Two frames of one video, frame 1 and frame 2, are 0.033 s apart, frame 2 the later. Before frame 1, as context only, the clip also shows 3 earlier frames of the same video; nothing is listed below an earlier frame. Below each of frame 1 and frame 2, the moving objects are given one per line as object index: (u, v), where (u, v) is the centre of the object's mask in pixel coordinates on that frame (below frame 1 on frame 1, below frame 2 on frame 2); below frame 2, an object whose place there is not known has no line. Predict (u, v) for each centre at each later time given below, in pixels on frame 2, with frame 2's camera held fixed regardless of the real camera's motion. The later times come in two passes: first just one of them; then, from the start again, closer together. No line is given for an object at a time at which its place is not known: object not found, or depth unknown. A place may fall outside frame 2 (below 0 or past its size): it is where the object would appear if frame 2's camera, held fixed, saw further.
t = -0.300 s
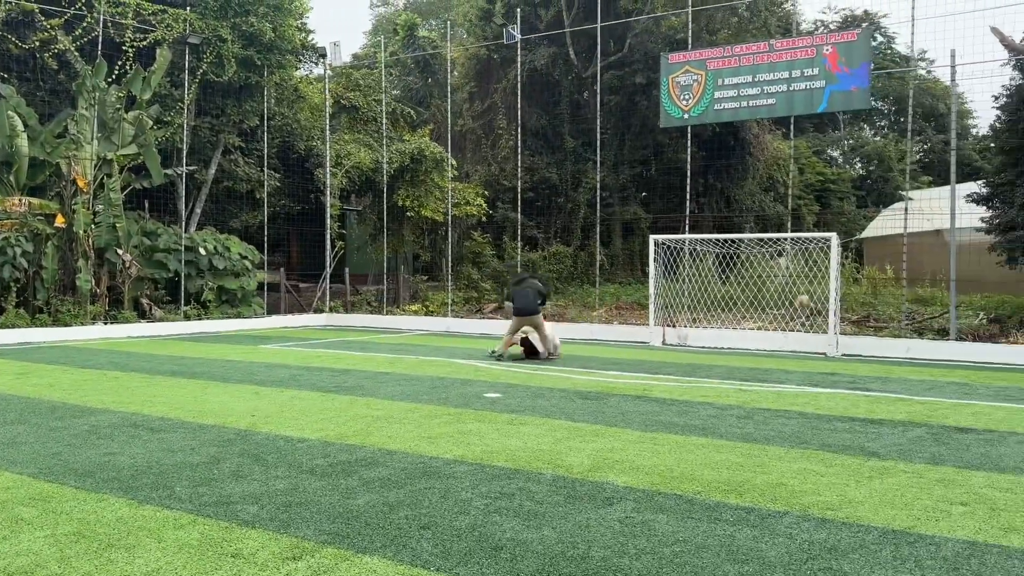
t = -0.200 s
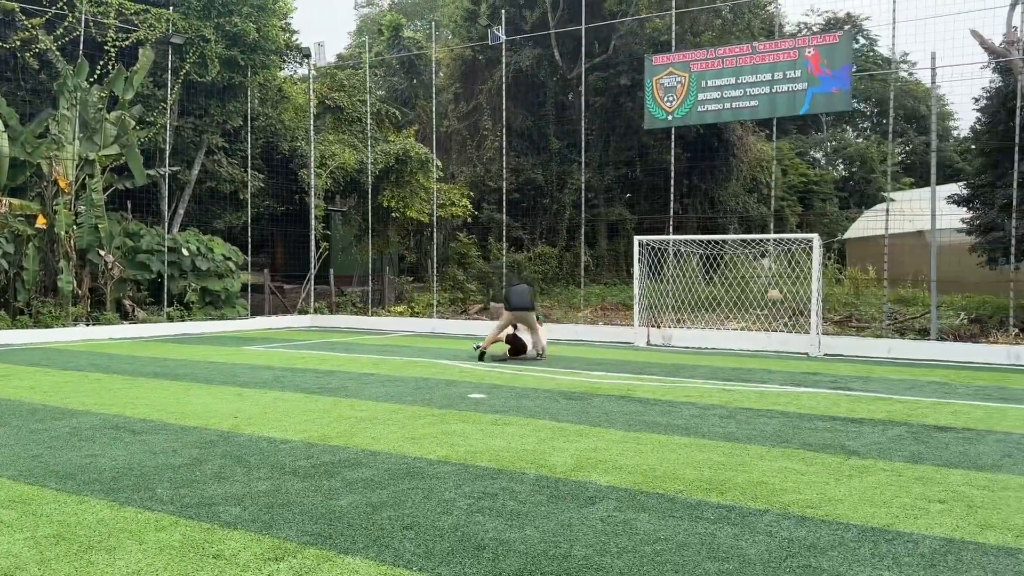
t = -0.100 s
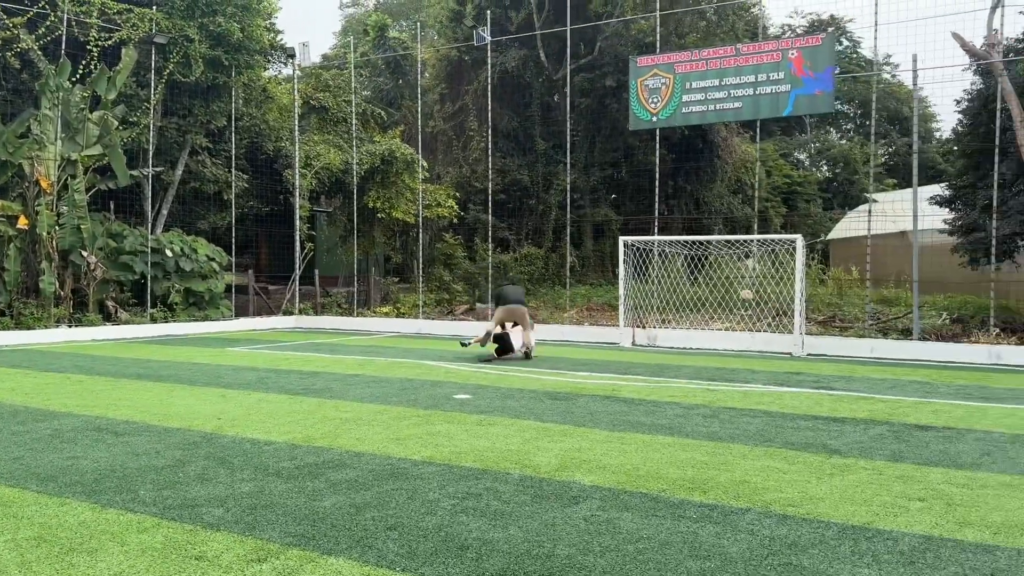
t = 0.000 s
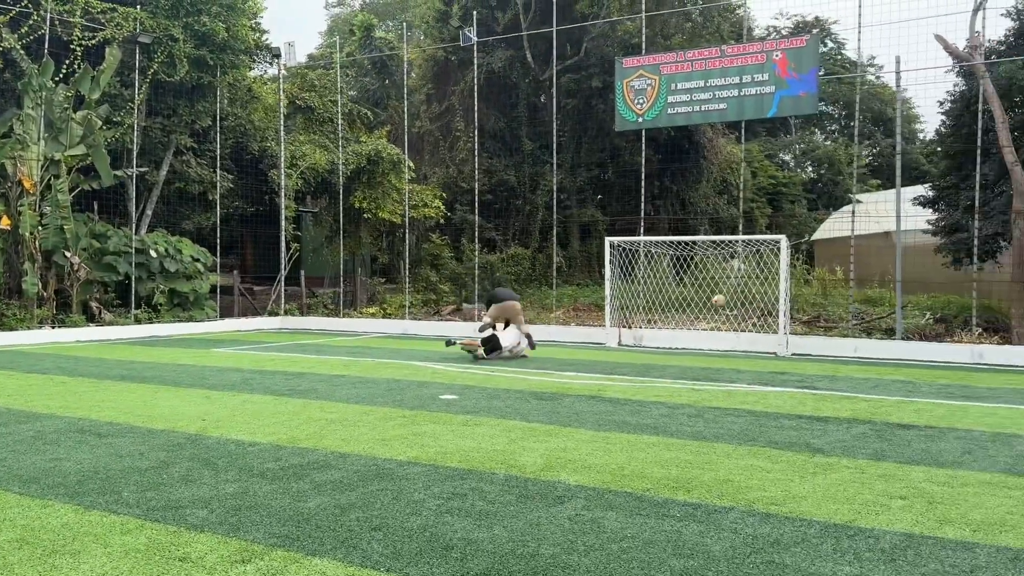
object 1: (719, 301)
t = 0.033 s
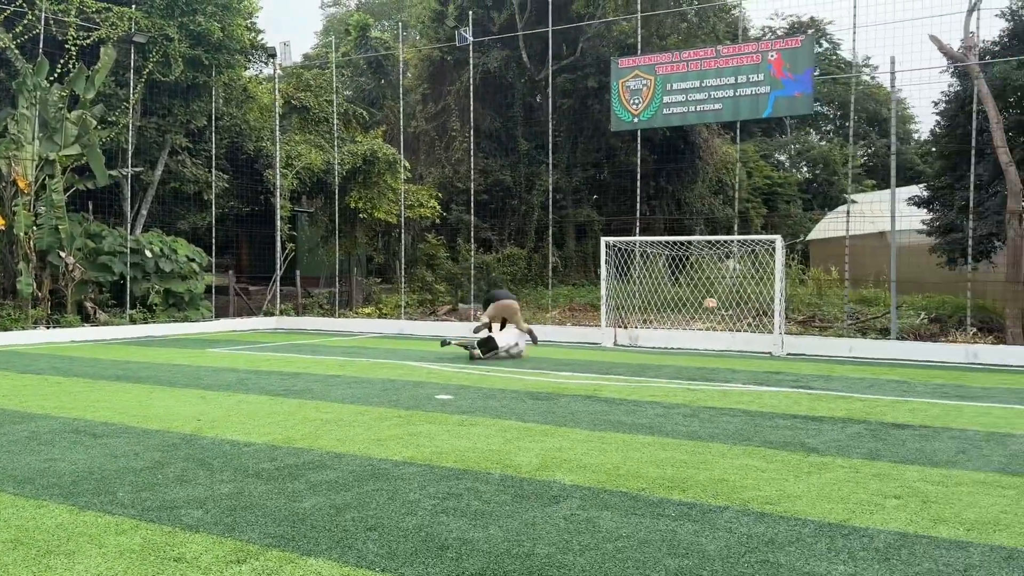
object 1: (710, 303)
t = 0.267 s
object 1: (677, 348)
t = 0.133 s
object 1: (696, 319)
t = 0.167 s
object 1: (692, 324)
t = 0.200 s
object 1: (687, 331)
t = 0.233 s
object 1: (681, 339)
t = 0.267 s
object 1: (677, 348)
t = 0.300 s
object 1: (672, 357)
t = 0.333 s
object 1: (667, 367)
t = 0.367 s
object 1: (663, 372)
